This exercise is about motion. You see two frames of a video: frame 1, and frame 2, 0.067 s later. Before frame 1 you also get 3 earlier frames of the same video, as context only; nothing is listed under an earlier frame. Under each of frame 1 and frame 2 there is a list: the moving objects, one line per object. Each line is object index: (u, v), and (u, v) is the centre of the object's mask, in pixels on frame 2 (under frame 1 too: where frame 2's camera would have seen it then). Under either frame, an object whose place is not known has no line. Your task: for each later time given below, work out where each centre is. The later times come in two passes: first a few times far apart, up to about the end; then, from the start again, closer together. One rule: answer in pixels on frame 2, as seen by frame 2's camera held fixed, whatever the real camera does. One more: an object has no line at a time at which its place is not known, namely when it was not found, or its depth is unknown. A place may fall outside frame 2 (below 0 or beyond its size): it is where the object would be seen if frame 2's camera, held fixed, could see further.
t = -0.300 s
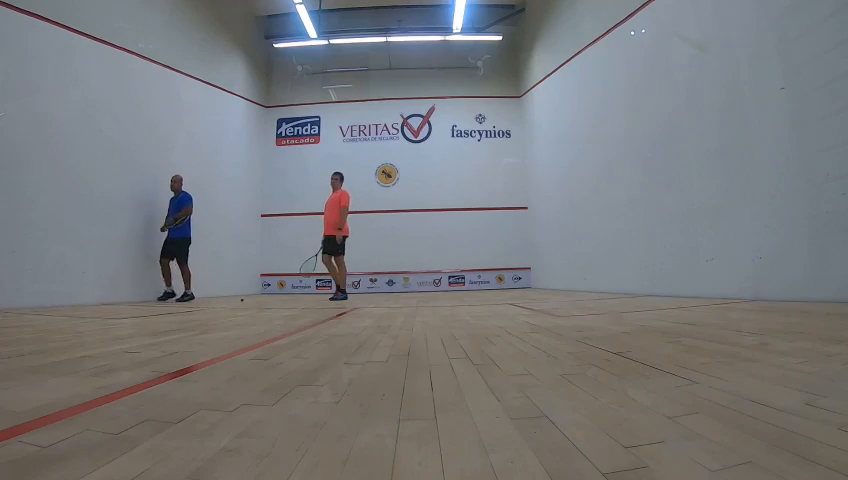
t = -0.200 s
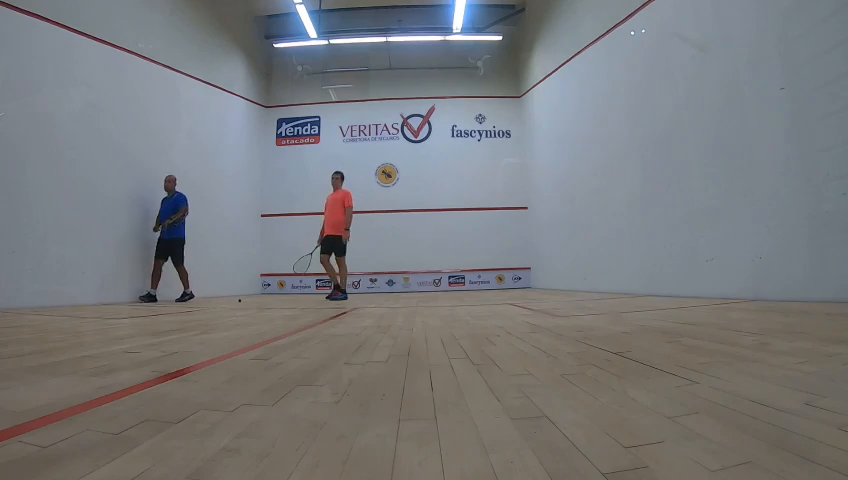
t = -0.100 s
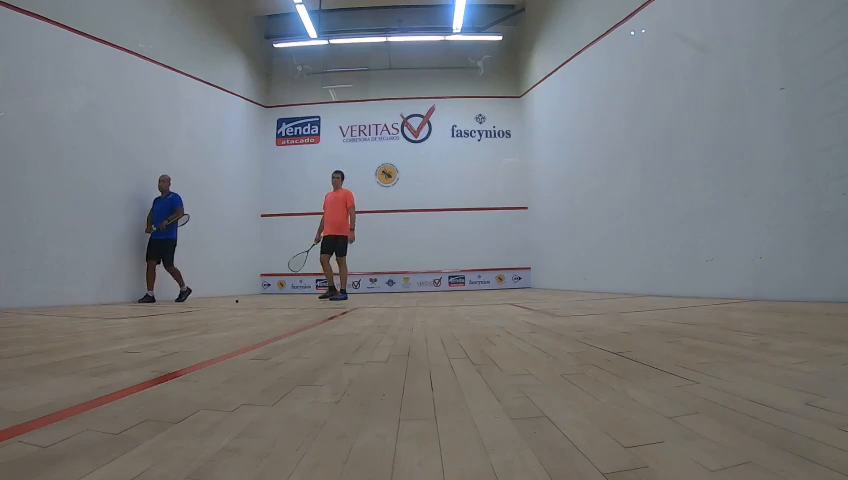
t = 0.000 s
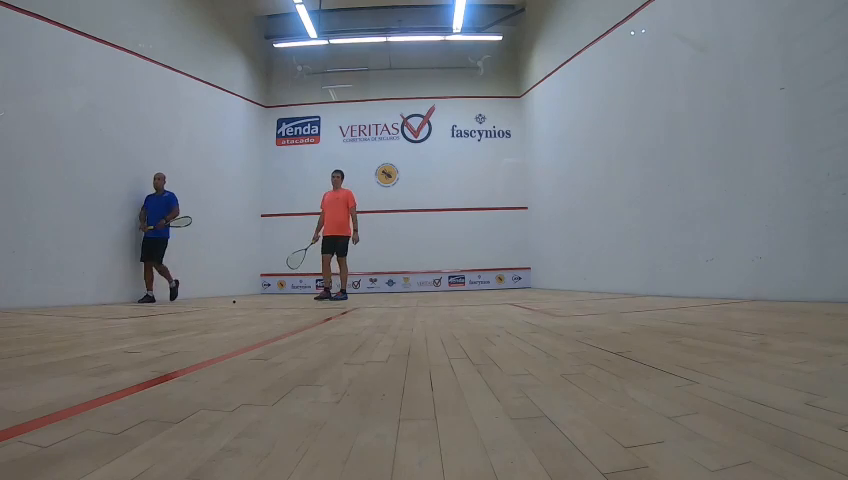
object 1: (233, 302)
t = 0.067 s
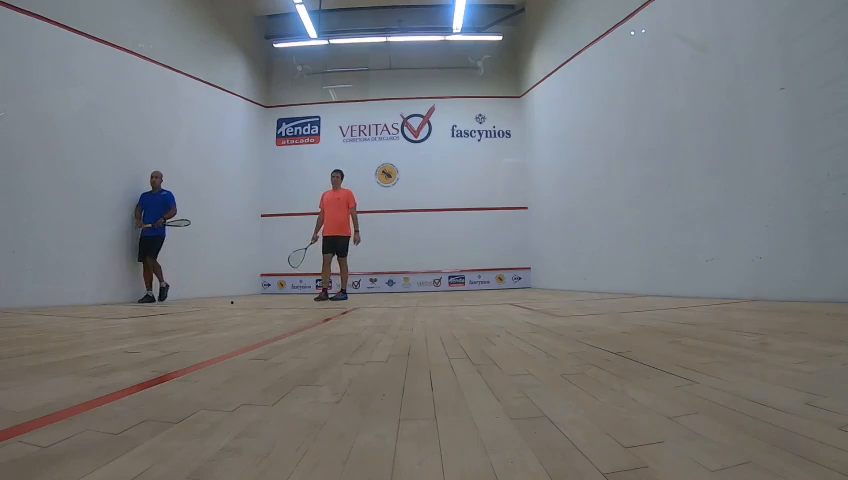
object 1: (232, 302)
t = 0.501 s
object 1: (216, 306)
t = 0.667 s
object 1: (209, 308)
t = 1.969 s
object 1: (110, 330)
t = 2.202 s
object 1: (76, 337)
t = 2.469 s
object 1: (26, 348)
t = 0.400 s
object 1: (220, 305)
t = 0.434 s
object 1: (219, 306)
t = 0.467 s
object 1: (217, 306)
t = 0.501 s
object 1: (216, 306)
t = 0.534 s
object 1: (215, 306)
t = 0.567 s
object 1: (214, 307)
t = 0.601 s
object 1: (212, 307)
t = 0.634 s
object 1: (211, 308)
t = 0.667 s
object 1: (209, 308)
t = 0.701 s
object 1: (207, 308)
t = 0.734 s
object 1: (206, 309)
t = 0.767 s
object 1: (204, 309)
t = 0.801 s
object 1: (203, 309)
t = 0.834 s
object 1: (202, 310)
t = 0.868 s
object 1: (200, 310)
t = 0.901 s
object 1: (198, 310)
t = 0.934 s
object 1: (196, 311)
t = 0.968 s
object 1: (194, 311)
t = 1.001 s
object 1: (193, 312)
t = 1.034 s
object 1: (191, 312)
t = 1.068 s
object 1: (189, 313)
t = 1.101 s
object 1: (187, 313)
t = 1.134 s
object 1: (184, 314)
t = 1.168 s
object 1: (182, 314)
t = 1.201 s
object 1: (181, 314)
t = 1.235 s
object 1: (178, 315)
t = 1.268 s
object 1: (176, 315)
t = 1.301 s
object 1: (174, 316)
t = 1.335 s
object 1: (171, 316)
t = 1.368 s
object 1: (169, 317)
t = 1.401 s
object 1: (166, 318)
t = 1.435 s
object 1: (164, 319)
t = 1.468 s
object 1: (161, 319)
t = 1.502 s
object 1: (158, 320)
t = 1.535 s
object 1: (156, 320)
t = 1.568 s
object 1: (153, 321)
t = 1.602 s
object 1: (150, 321)
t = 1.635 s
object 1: (146, 322)
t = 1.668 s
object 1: (143, 323)
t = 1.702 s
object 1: (140, 323)
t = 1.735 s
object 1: (137, 323)
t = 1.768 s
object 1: (134, 324)
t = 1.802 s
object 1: (131, 325)
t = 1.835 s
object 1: (126, 326)
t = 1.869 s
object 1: (122, 327)
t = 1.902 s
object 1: (119, 328)
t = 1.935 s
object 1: (114, 329)
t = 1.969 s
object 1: (110, 330)
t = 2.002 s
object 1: (106, 331)
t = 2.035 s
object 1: (101, 332)
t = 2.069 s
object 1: (96, 333)
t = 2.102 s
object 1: (91, 334)
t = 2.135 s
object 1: (86, 336)
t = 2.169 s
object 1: (81, 336)
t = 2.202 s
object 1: (76, 337)
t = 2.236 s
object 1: (70, 339)
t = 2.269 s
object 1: (65, 340)
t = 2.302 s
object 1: (59, 341)
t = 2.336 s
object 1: (52, 342)
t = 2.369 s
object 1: (46, 344)
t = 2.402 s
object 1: (39, 345)
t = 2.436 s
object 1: (33, 346)
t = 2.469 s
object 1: (26, 348)
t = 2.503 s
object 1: (18, 350)
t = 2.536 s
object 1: (11, 350)
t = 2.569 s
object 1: (5, 352)
